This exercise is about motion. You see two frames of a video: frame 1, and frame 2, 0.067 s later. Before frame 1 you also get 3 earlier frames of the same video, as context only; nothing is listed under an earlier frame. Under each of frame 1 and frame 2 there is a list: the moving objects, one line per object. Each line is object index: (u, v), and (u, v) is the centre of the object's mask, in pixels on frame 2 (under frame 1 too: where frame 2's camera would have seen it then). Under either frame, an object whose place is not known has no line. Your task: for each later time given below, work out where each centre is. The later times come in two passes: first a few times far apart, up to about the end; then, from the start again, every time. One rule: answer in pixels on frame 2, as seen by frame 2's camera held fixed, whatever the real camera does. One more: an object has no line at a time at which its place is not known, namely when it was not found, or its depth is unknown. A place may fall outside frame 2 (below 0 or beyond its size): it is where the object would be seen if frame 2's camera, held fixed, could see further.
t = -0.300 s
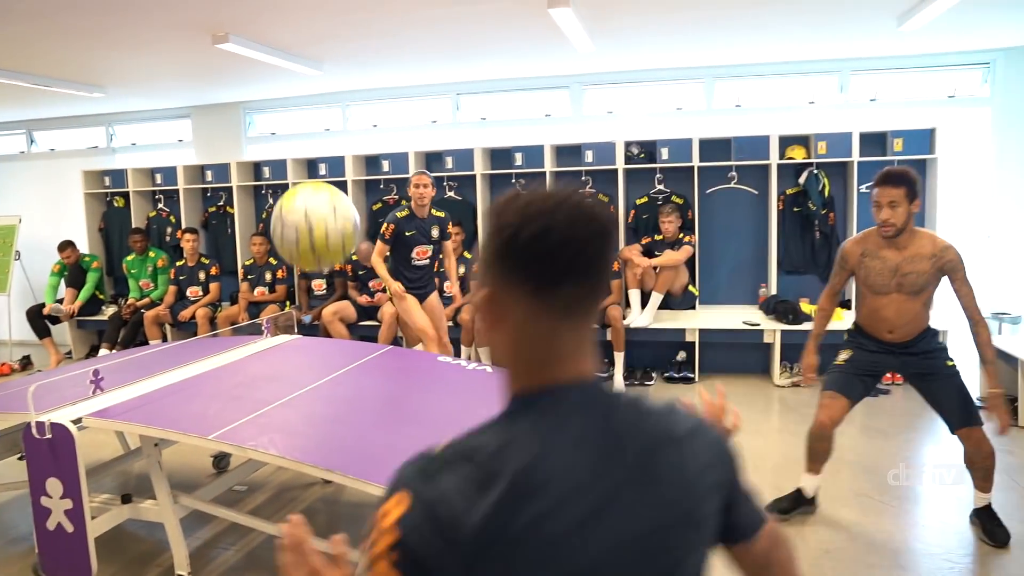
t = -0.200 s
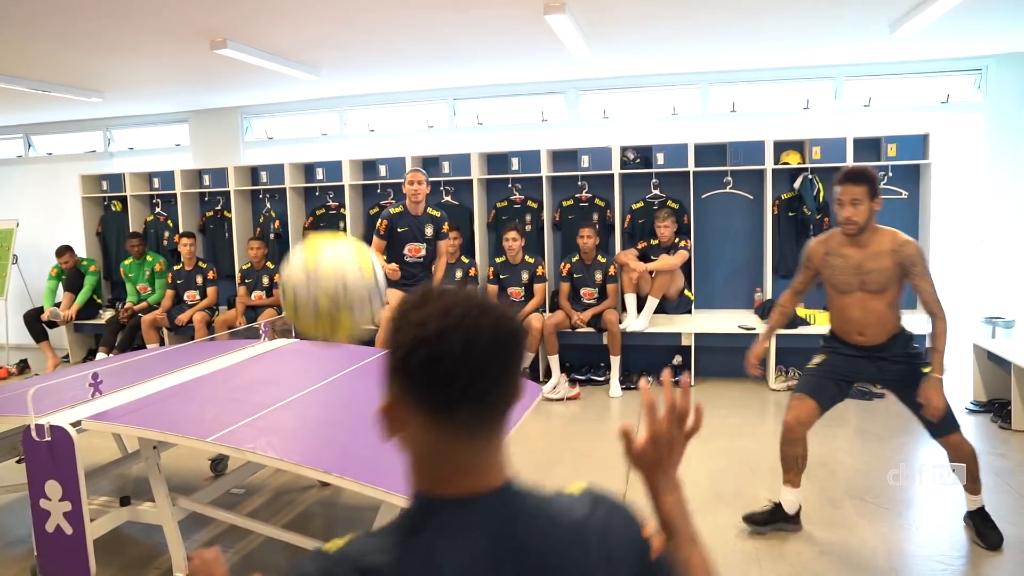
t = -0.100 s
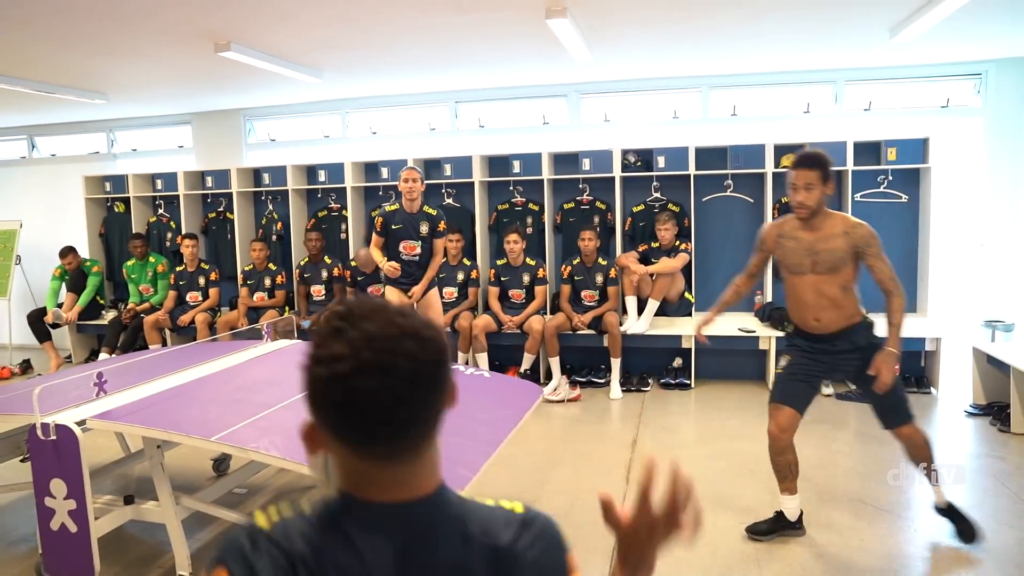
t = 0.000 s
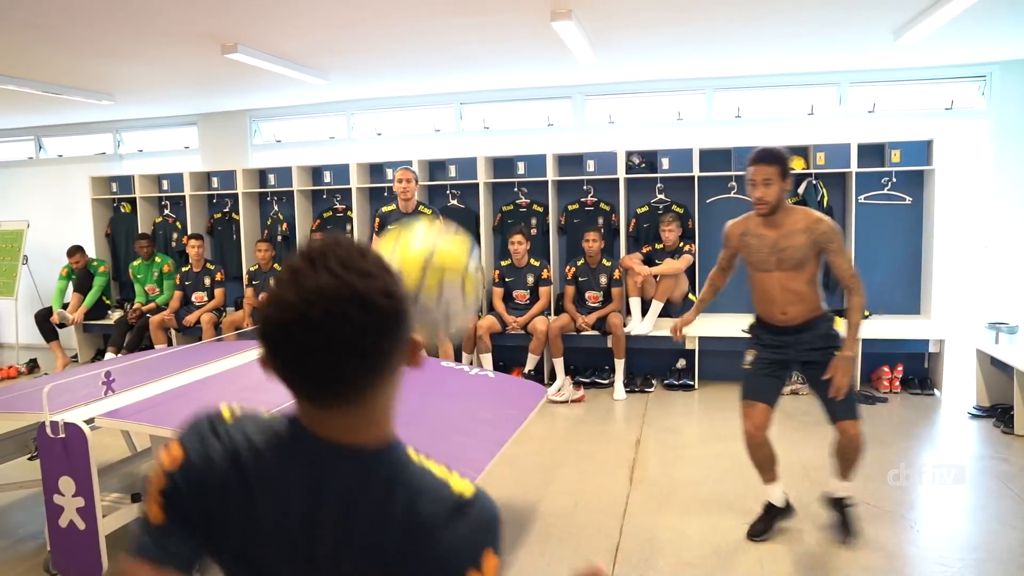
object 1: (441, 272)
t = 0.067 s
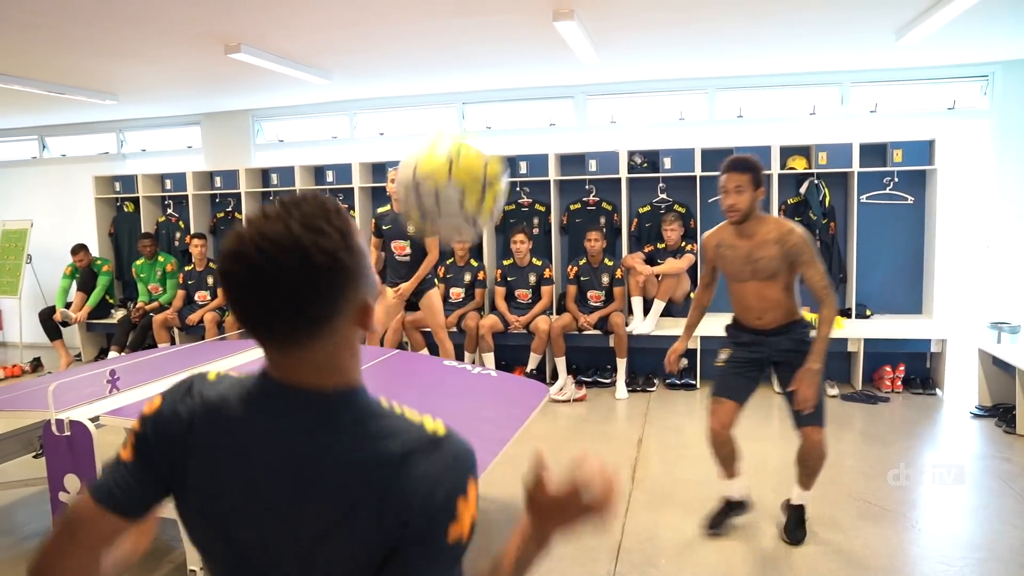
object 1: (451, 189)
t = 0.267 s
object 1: (511, 77)
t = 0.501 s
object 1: (559, 159)
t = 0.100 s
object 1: (462, 152)
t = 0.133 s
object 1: (473, 123)
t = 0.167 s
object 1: (484, 101)
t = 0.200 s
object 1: (494, 88)
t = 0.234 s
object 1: (503, 80)
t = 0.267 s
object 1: (511, 77)
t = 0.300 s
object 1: (519, 78)
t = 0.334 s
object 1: (526, 83)
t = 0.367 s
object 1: (533, 92)
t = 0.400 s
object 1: (539, 104)
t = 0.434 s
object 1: (546, 119)
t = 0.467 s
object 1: (553, 139)
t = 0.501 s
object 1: (559, 159)
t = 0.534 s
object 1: (566, 181)
